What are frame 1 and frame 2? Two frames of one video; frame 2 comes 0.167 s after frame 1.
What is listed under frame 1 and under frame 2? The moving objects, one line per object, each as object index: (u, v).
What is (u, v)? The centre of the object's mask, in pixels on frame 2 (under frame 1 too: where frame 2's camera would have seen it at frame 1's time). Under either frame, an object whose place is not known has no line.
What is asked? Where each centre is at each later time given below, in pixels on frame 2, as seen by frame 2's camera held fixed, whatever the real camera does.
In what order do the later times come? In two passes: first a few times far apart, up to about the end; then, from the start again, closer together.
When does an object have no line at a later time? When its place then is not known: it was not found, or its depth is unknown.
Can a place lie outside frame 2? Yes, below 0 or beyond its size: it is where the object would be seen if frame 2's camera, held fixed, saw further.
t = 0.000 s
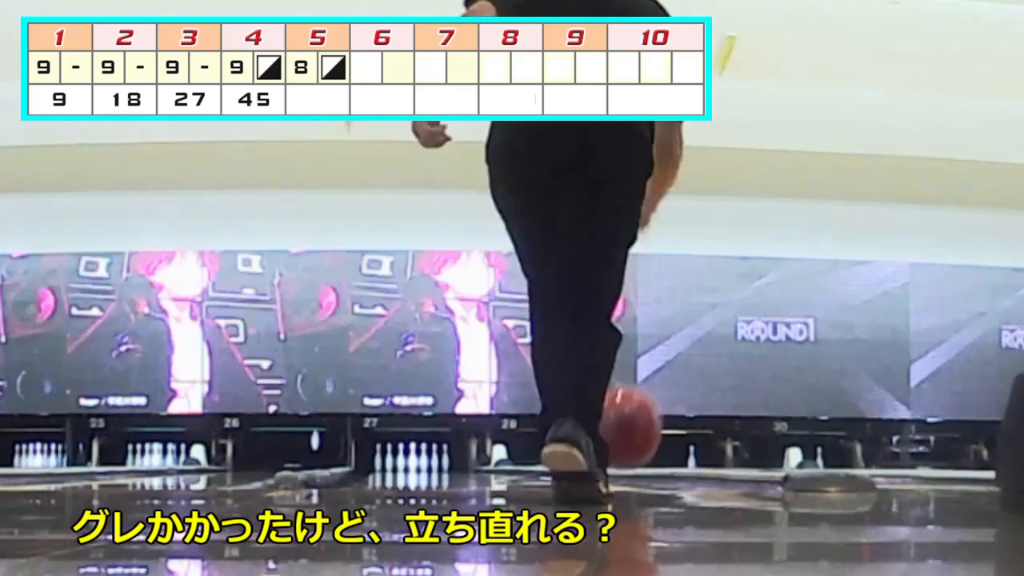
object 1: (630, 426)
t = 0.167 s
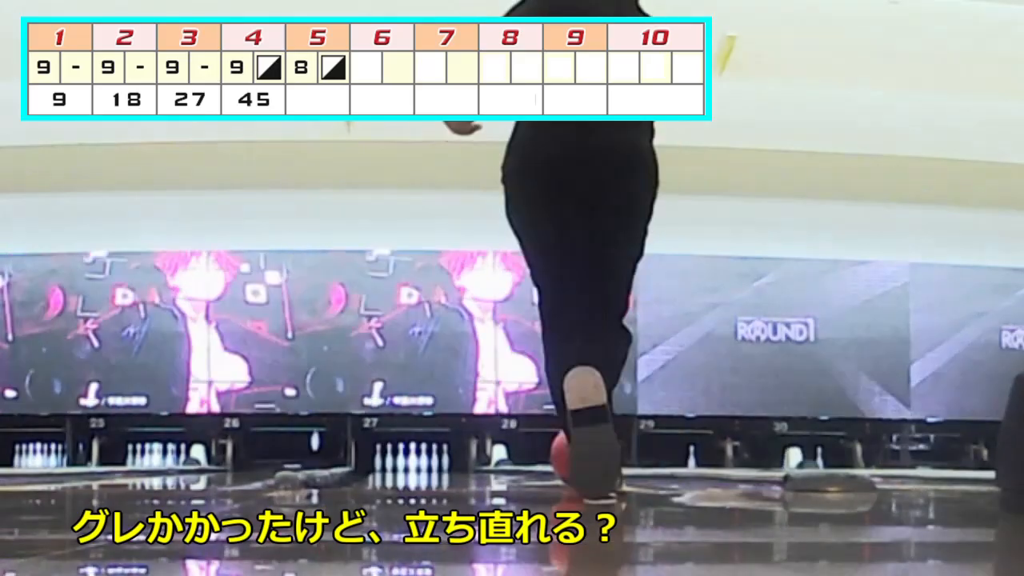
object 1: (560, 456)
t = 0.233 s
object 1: (558, 457)
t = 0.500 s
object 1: (536, 457)
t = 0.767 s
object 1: (512, 459)
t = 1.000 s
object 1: (497, 460)
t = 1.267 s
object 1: (483, 460)
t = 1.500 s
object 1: (472, 461)
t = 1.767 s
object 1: (464, 461)
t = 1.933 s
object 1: (459, 462)
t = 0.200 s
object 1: (559, 457)
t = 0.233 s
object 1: (558, 457)
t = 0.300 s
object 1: (553, 457)
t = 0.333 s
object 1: (553, 457)
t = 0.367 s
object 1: (551, 456)
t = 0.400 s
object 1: (547, 457)
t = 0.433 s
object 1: (545, 457)
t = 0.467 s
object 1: (540, 457)
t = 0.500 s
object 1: (536, 457)
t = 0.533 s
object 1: (534, 458)
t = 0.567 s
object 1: (530, 458)
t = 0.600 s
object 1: (526, 458)
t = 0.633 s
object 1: (525, 458)
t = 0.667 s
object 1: (521, 458)
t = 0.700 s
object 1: (518, 459)
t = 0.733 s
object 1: (516, 459)
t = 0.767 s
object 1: (512, 459)
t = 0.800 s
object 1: (509, 459)
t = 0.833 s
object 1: (507, 459)
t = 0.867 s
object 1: (506, 459)
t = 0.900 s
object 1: (504, 459)
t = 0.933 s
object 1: (502, 460)
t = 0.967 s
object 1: (499, 460)
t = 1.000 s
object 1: (497, 460)
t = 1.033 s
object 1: (496, 460)
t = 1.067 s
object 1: (494, 460)
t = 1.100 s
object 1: (492, 460)
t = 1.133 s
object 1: (491, 460)
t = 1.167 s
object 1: (489, 460)
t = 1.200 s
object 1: (486, 460)
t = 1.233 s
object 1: (485, 460)
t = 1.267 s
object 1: (483, 460)
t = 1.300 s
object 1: (481, 460)
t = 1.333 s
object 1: (480, 461)
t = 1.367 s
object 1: (479, 461)
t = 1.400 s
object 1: (477, 461)
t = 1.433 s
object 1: (477, 460)
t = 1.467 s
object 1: (475, 461)
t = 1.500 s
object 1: (472, 461)
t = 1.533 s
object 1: (472, 461)
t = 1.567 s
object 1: (470, 461)
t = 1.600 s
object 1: (469, 461)
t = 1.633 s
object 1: (469, 460)
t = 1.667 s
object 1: (467, 461)
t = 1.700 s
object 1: (465, 461)
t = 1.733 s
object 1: (465, 461)
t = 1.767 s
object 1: (464, 461)
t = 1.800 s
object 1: (463, 461)
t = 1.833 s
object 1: (462, 461)
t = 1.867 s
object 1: (461, 461)
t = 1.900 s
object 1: (459, 461)
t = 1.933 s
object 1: (459, 462)
